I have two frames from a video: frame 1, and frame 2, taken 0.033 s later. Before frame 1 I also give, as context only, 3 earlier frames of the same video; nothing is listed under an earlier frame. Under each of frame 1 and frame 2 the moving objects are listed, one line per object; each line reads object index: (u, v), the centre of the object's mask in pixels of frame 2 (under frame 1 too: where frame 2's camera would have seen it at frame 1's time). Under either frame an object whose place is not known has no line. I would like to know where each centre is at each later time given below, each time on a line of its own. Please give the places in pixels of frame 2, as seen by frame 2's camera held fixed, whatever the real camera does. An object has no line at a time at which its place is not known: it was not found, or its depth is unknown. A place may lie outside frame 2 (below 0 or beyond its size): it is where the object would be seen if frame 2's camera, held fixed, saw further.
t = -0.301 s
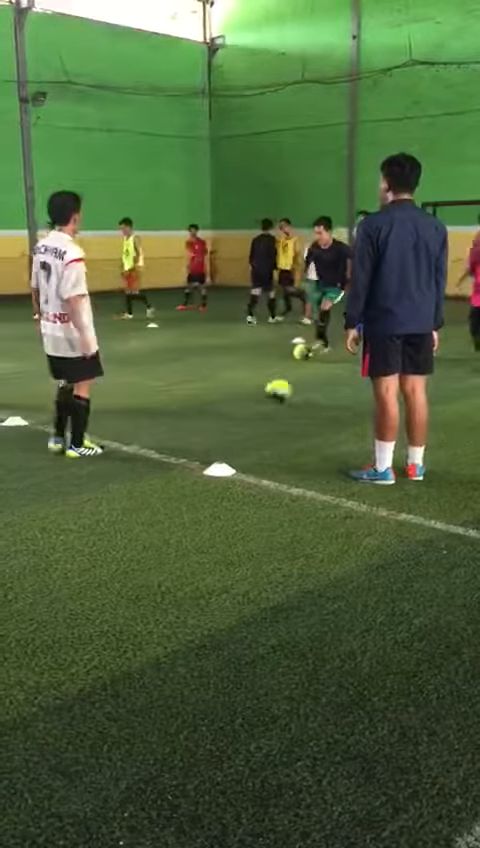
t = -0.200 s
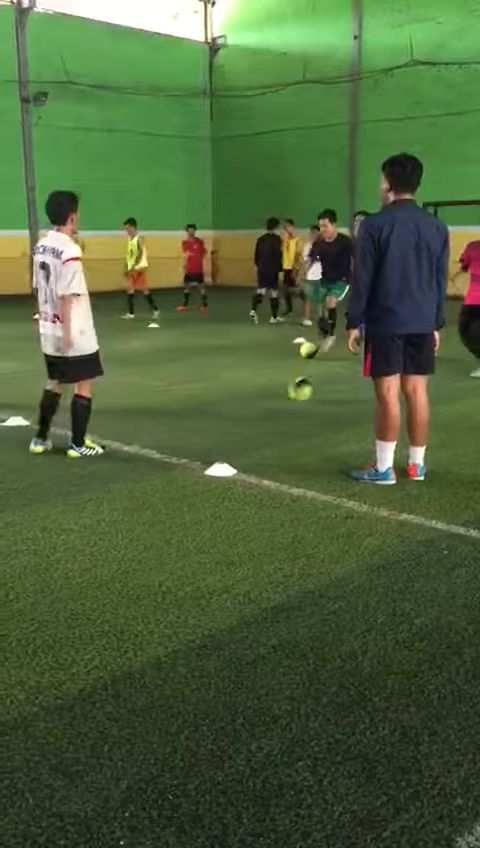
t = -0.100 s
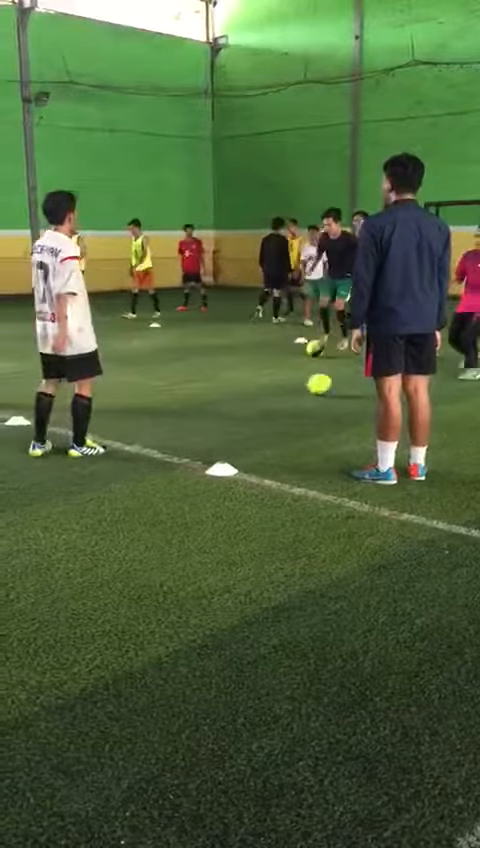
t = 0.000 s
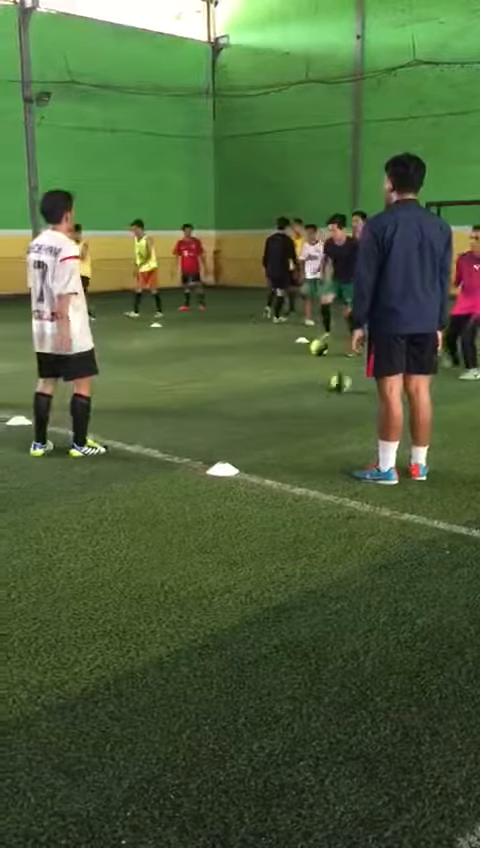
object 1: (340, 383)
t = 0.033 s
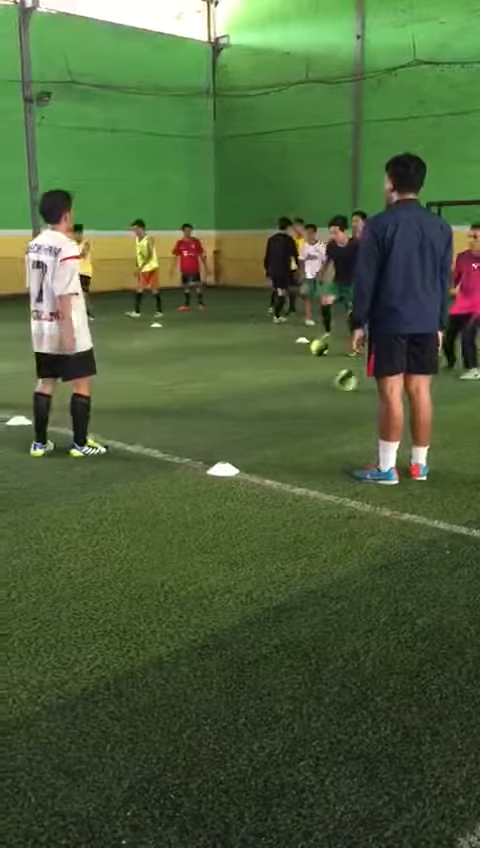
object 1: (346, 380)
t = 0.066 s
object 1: (350, 380)
